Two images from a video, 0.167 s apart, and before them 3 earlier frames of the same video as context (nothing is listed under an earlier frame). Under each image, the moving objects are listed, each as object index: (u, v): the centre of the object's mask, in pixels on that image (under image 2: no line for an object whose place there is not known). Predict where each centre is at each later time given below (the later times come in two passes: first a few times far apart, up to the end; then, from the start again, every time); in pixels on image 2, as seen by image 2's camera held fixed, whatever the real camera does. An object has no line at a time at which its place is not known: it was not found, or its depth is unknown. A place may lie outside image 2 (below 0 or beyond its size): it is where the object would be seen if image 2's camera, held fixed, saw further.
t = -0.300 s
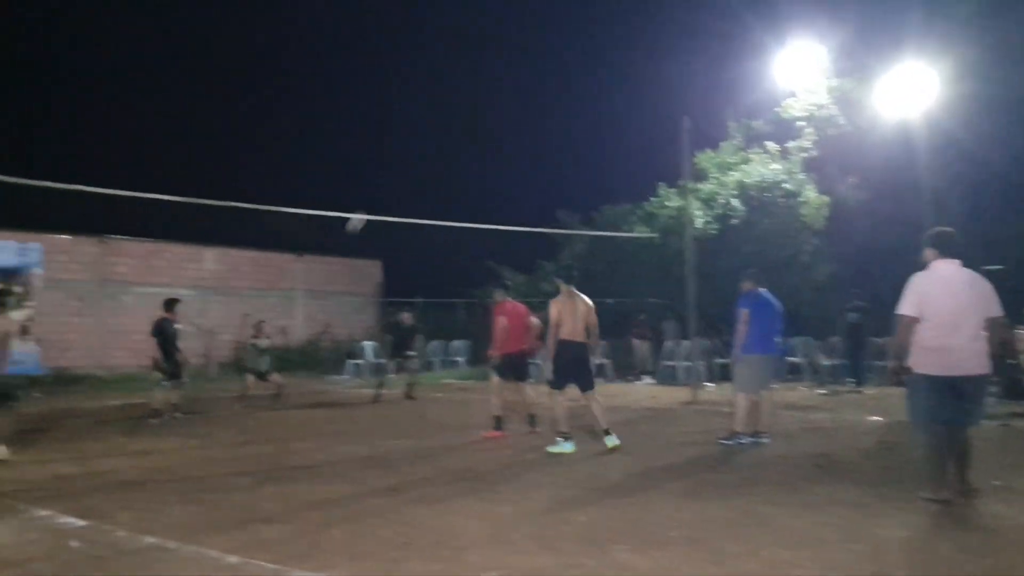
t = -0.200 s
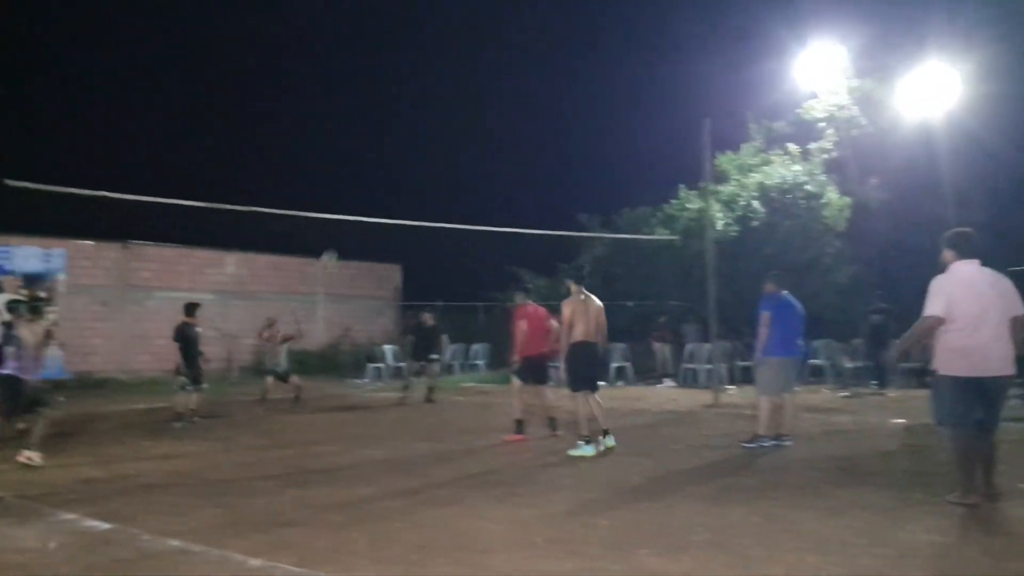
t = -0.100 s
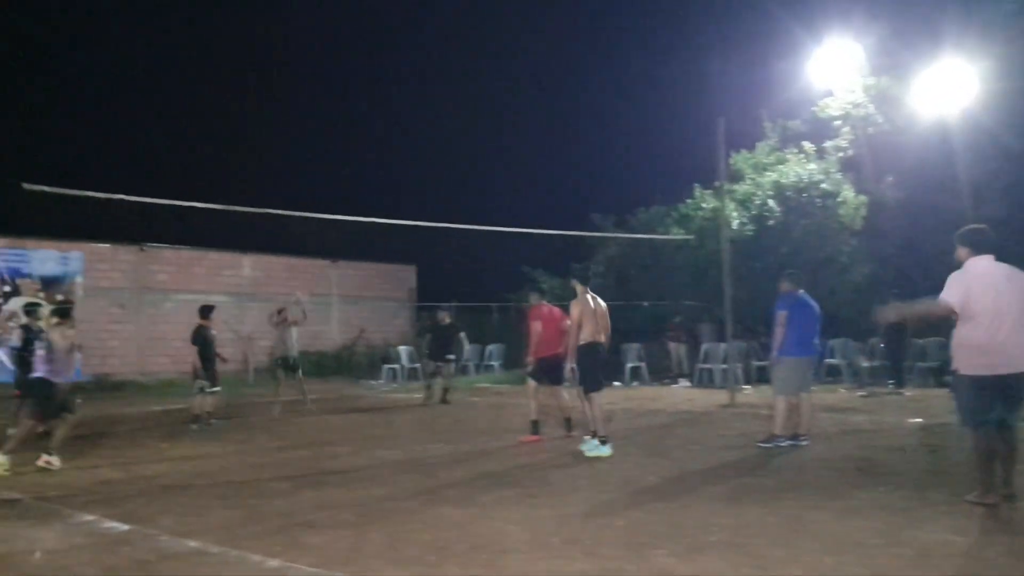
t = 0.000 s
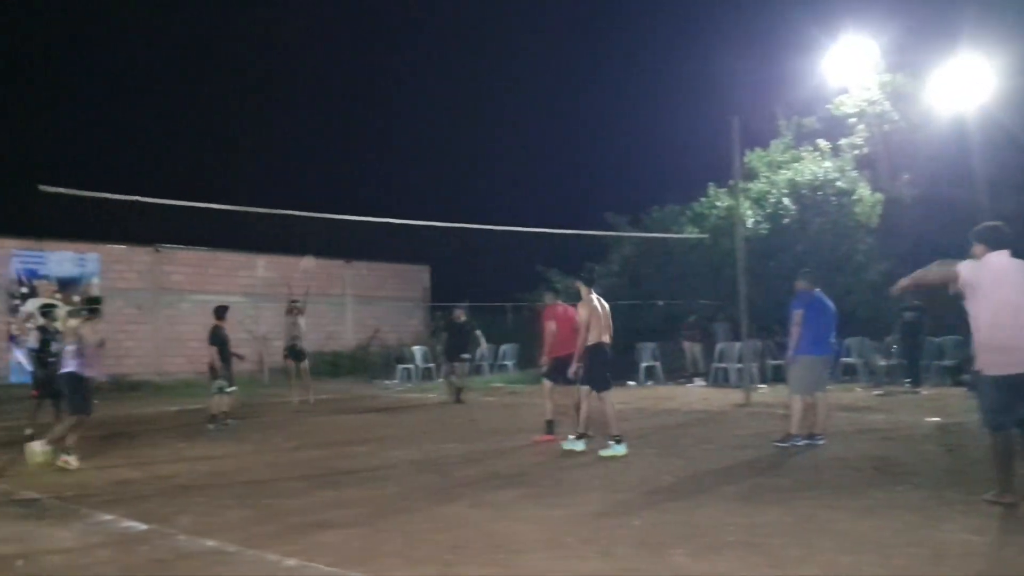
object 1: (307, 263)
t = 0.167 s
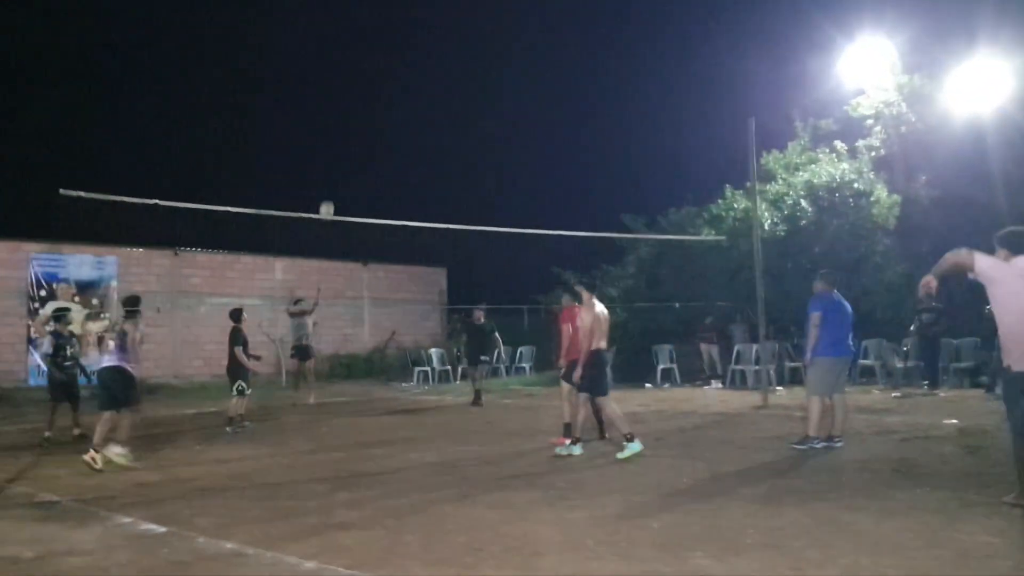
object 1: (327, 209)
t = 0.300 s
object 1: (328, 176)
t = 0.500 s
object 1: (330, 140)
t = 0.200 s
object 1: (328, 201)
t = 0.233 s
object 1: (329, 192)
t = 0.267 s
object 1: (329, 184)
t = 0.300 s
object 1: (328, 176)
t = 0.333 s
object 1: (329, 168)
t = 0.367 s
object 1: (329, 162)
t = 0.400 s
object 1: (330, 156)
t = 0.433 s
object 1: (330, 151)
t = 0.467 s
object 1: (331, 146)
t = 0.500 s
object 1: (330, 140)
